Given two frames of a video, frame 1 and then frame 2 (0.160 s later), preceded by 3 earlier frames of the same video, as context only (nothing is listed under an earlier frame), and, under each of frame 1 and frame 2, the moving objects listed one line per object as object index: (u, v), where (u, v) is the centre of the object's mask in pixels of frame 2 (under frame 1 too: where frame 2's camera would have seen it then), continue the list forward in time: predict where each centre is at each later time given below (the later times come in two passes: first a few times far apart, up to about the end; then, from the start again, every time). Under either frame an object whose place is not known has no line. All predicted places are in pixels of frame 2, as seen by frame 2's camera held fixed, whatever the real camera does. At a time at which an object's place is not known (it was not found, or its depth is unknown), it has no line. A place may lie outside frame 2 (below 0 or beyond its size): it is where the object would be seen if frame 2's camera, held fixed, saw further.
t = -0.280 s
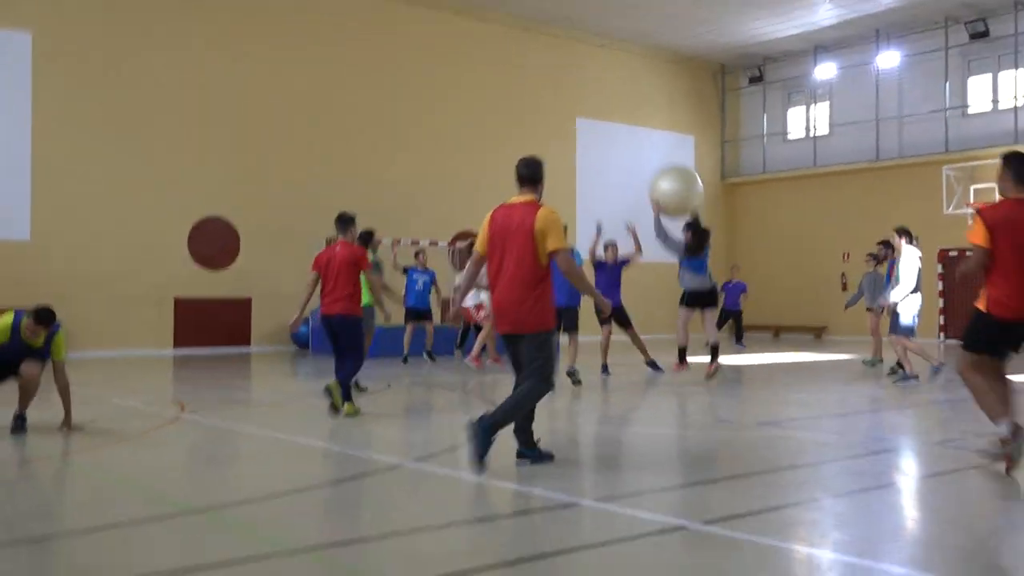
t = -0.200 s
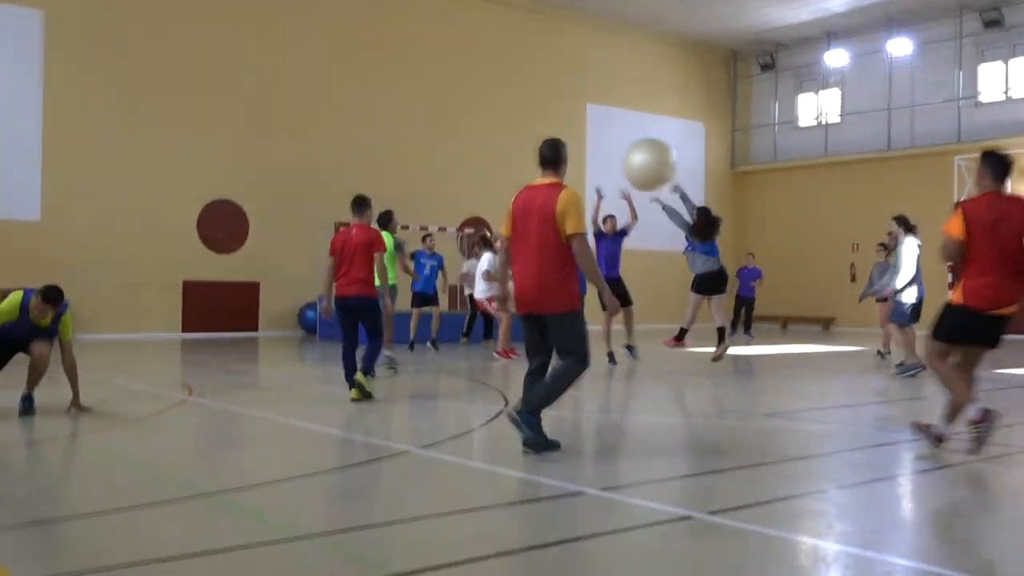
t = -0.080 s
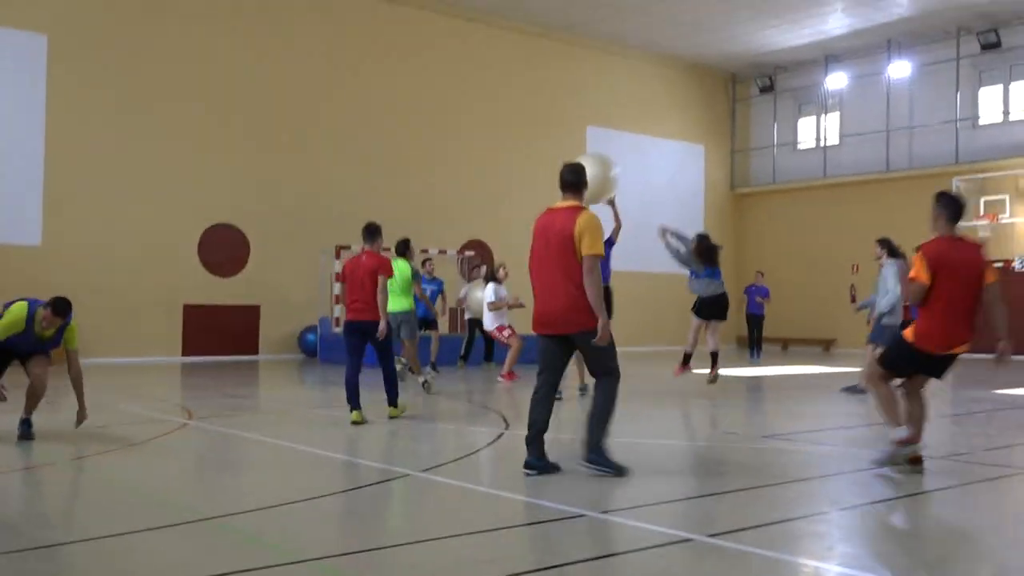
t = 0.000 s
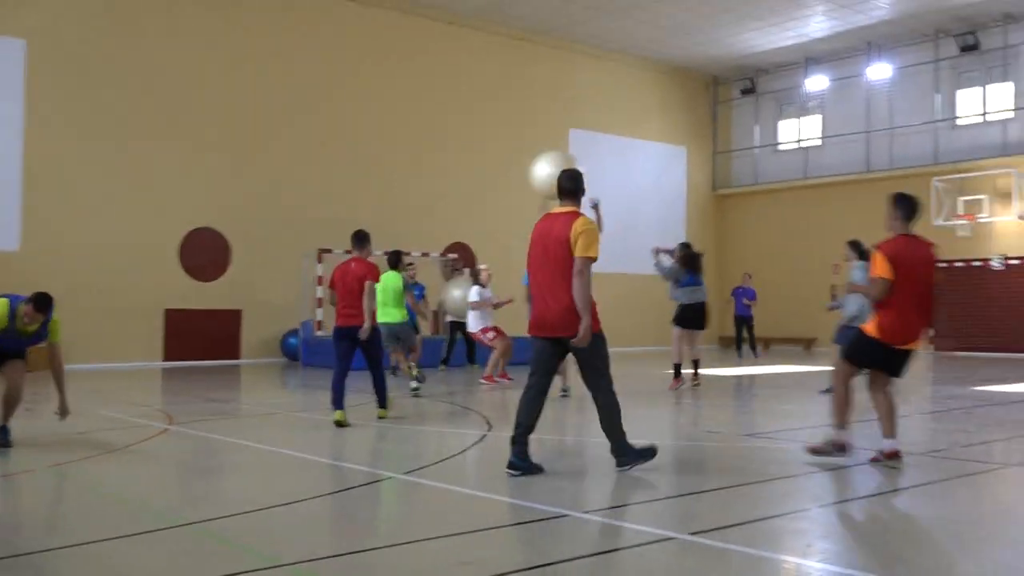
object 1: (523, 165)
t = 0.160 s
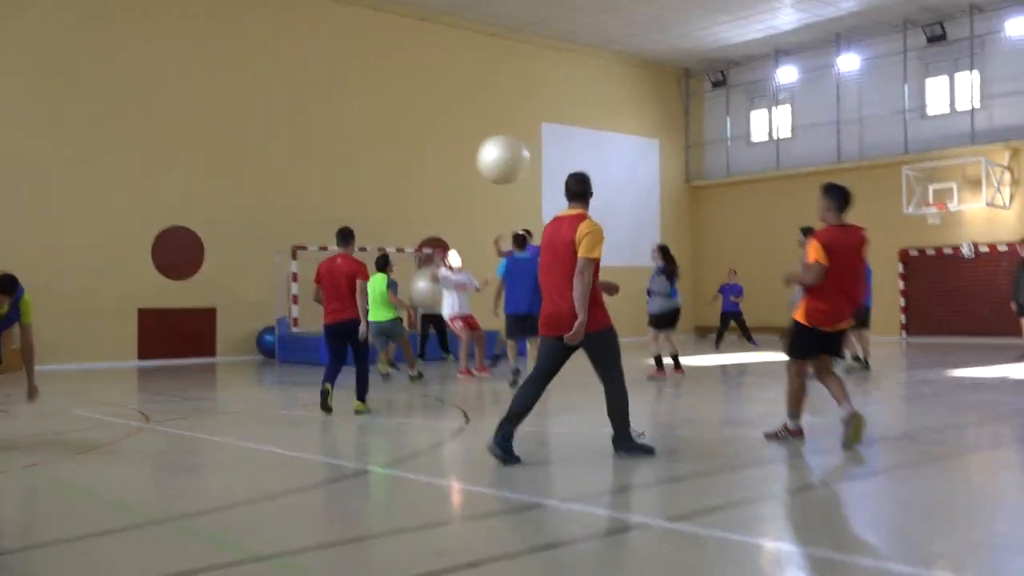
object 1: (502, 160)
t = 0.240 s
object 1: (488, 162)
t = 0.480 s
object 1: (450, 198)
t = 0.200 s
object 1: (494, 160)
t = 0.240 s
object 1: (488, 162)
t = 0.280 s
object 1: (482, 166)
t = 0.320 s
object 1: (476, 170)
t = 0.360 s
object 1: (470, 174)
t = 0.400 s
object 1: (464, 181)
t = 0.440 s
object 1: (457, 189)
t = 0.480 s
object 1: (450, 198)
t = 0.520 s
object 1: (445, 209)
